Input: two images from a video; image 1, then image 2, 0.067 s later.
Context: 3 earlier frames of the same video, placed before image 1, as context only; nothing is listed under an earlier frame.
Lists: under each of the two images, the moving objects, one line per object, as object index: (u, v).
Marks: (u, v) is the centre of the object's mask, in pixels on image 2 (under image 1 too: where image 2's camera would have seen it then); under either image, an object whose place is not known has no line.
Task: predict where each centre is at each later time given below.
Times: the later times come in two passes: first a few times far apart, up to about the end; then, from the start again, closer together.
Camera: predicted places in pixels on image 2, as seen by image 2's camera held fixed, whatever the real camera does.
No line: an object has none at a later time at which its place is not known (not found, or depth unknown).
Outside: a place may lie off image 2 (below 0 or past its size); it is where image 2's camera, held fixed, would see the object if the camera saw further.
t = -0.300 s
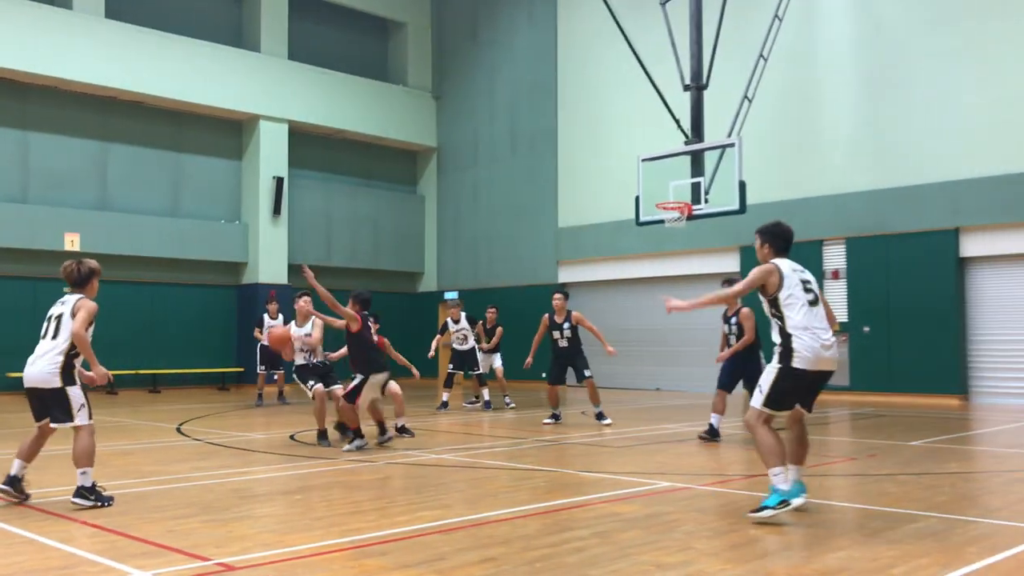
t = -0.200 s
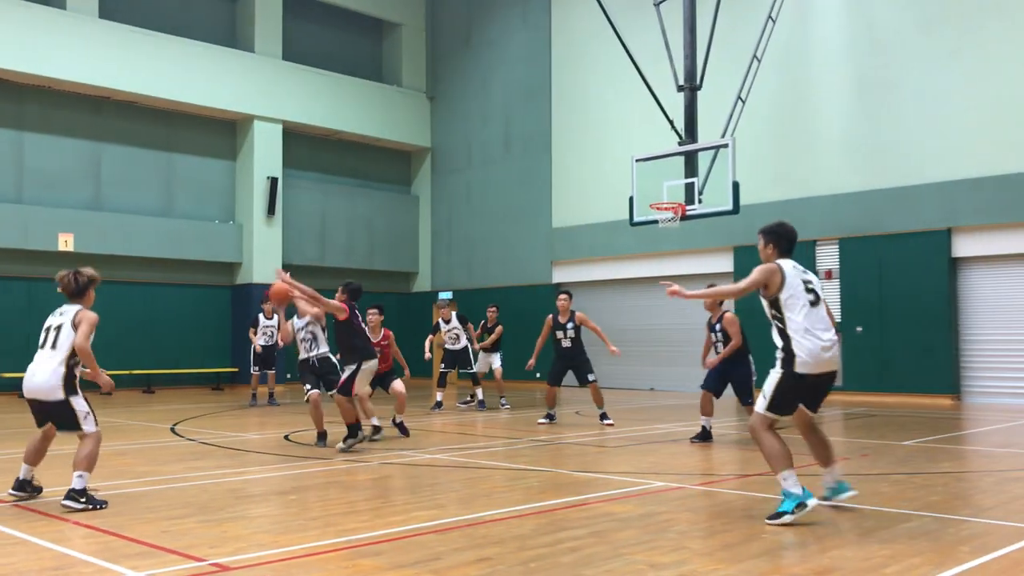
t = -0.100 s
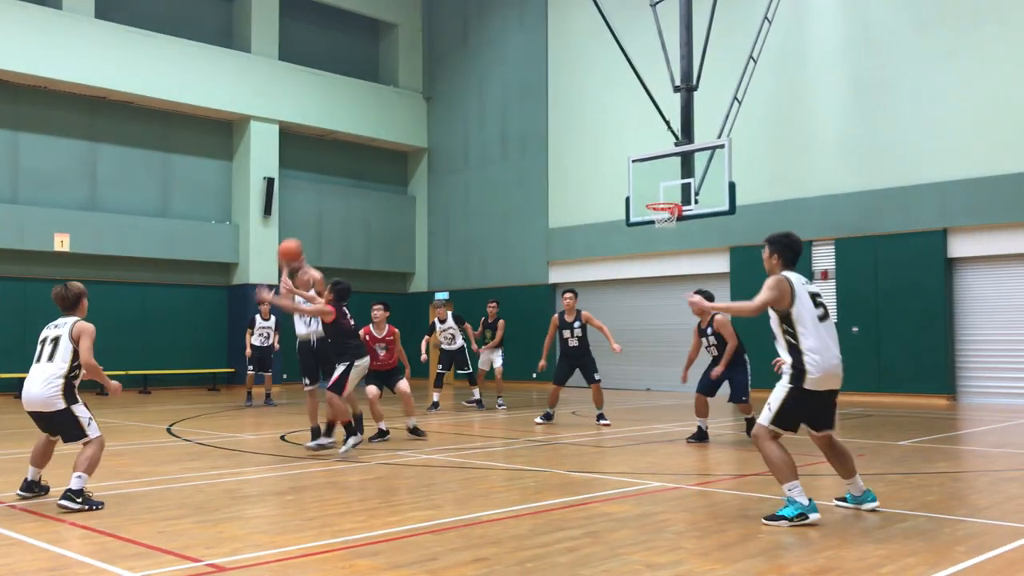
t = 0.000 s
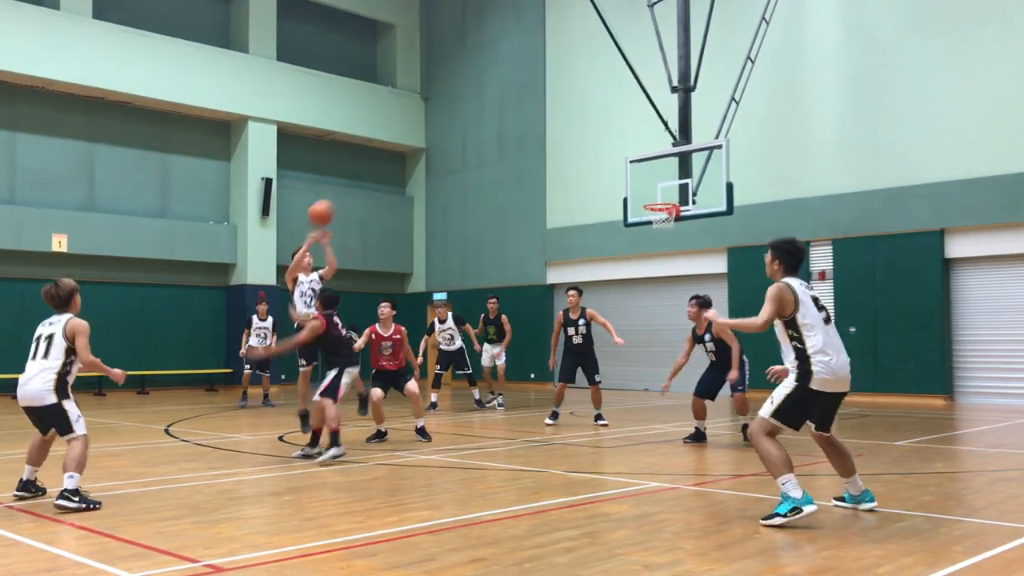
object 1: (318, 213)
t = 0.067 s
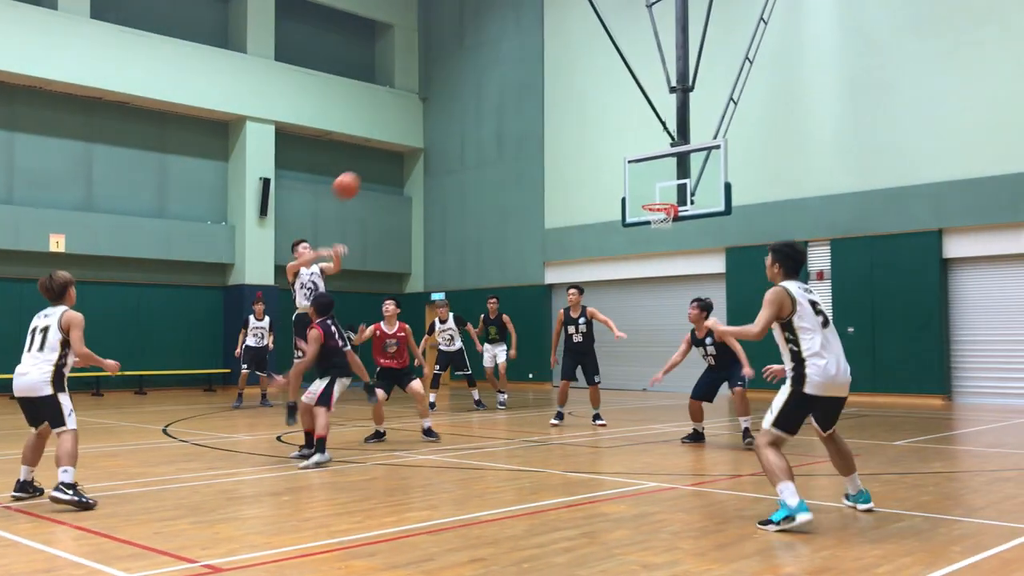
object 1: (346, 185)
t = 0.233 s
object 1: (421, 130)
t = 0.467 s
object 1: (539, 93)
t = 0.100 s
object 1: (360, 172)
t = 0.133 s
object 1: (375, 161)
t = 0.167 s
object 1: (389, 150)
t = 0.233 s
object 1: (421, 130)
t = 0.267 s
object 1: (436, 122)
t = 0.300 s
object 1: (452, 114)
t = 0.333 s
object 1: (469, 108)
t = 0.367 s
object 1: (486, 103)
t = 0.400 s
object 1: (504, 98)
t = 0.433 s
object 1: (522, 95)
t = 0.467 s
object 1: (539, 93)
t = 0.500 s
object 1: (559, 92)
